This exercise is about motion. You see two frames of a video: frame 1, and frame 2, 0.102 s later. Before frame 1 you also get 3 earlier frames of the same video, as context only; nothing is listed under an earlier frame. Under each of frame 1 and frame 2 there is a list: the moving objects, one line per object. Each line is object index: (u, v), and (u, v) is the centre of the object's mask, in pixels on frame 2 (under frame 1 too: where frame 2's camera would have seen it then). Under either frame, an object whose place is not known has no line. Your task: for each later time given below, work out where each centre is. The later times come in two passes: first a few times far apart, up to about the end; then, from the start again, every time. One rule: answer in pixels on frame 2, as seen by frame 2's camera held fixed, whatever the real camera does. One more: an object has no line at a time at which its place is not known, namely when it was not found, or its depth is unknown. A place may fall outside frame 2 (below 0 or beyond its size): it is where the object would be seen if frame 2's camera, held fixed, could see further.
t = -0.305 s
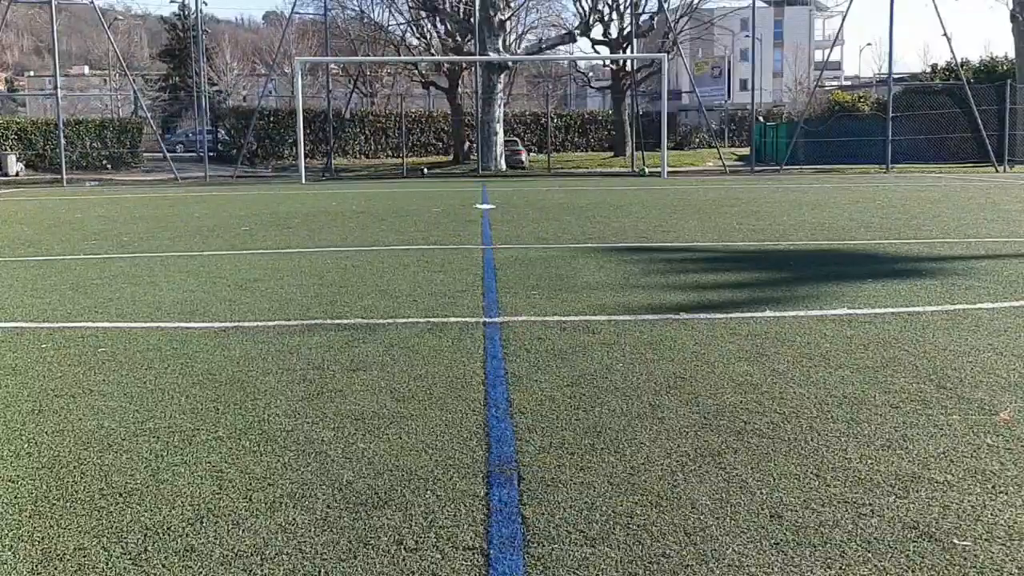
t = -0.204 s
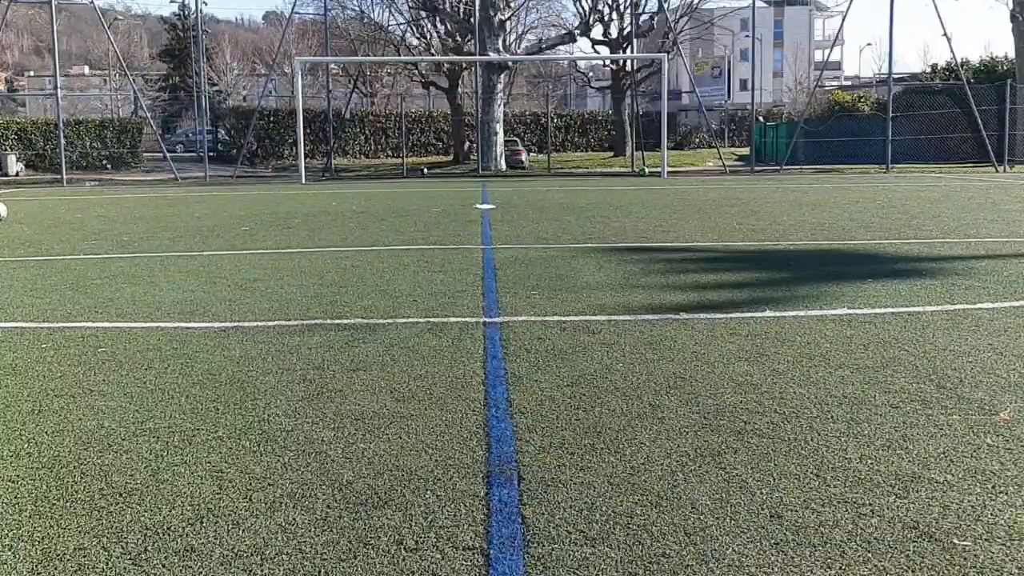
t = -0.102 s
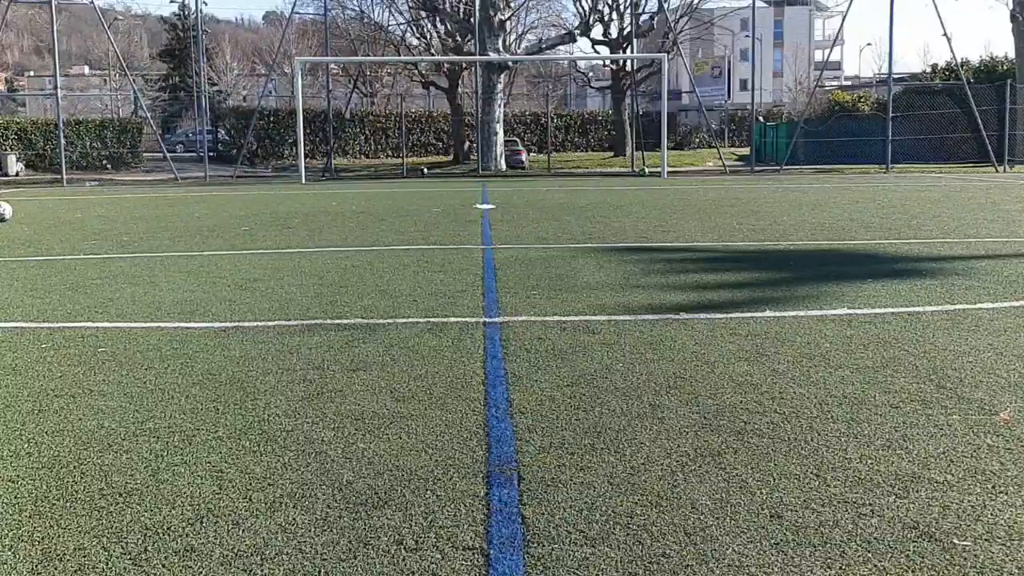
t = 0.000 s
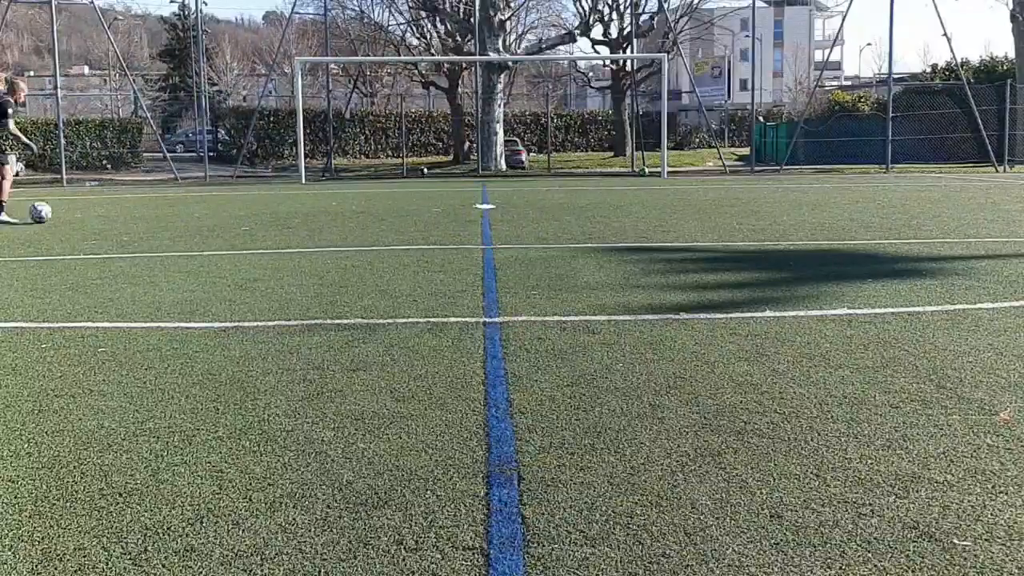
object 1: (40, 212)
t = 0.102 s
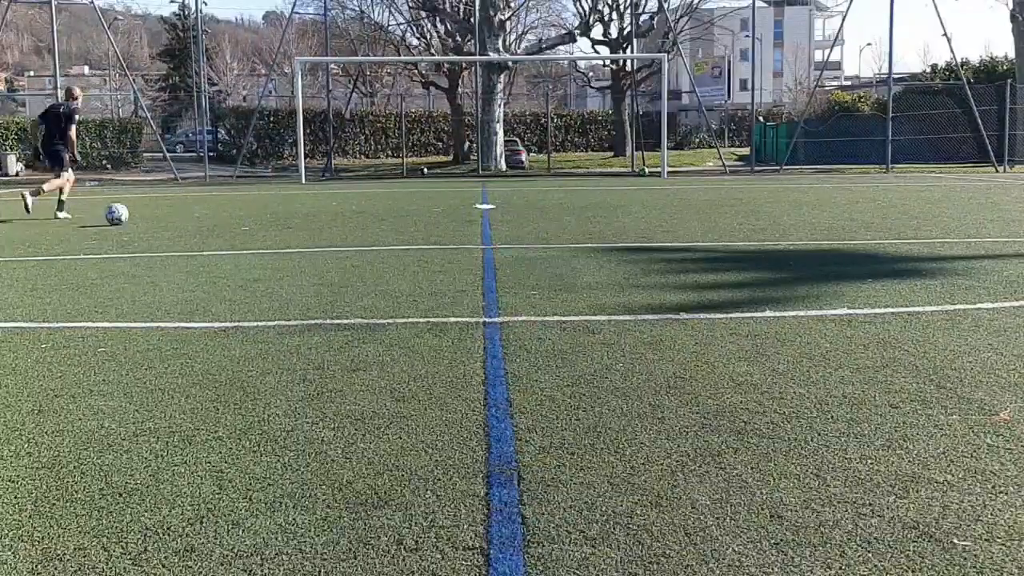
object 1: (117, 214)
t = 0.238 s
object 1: (190, 216)
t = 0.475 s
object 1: (310, 219)
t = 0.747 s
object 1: (413, 224)
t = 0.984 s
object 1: (492, 230)
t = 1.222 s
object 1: (557, 237)
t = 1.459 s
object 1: (613, 243)
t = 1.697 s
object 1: (653, 248)
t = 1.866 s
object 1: (679, 252)
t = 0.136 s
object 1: (136, 214)
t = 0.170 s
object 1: (155, 215)
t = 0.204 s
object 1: (173, 215)
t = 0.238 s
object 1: (190, 216)
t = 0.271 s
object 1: (214, 216)
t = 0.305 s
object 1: (230, 216)
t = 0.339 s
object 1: (247, 217)
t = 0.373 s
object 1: (263, 217)
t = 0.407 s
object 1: (280, 218)
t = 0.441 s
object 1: (295, 218)
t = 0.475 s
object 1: (310, 219)
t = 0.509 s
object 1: (325, 219)
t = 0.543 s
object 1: (335, 219)
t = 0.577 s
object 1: (353, 220)
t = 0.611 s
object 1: (367, 221)
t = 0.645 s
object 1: (380, 221)
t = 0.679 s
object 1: (392, 222)
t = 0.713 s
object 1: (405, 223)
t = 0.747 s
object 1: (413, 224)
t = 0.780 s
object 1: (428, 224)
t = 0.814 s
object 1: (440, 225)
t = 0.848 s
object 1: (451, 226)
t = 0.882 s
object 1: (462, 227)
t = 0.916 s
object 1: (470, 228)
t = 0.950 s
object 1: (481, 229)
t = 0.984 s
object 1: (492, 230)
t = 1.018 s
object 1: (503, 232)
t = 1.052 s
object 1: (512, 231)
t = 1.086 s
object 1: (522, 233)
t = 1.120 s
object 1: (530, 234)
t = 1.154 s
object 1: (539, 235)
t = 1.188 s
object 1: (549, 236)
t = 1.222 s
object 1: (557, 237)
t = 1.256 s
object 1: (566, 238)
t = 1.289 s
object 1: (574, 239)
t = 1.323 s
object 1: (583, 240)
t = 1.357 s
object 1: (590, 240)
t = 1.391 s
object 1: (598, 241)
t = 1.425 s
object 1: (605, 242)
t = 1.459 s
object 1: (613, 243)
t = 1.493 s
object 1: (619, 244)
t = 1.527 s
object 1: (626, 244)
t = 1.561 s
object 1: (632, 245)
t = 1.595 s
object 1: (638, 246)
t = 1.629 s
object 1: (643, 247)
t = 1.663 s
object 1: (648, 247)
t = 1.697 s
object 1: (653, 248)
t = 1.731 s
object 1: (658, 249)
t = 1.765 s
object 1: (662, 249)
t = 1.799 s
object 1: (667, 250)
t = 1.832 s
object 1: (671, 251)
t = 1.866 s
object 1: (679, 252)
